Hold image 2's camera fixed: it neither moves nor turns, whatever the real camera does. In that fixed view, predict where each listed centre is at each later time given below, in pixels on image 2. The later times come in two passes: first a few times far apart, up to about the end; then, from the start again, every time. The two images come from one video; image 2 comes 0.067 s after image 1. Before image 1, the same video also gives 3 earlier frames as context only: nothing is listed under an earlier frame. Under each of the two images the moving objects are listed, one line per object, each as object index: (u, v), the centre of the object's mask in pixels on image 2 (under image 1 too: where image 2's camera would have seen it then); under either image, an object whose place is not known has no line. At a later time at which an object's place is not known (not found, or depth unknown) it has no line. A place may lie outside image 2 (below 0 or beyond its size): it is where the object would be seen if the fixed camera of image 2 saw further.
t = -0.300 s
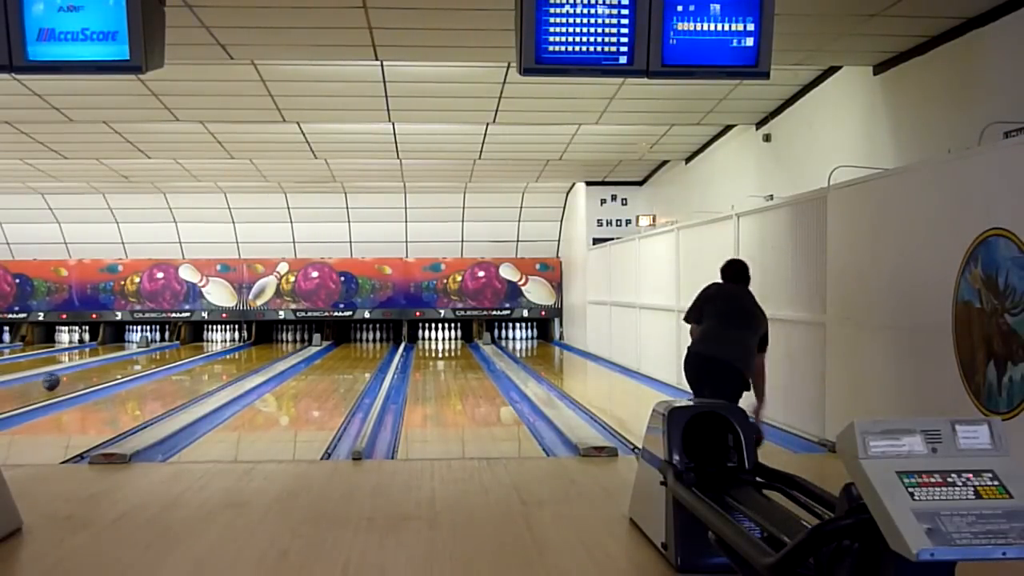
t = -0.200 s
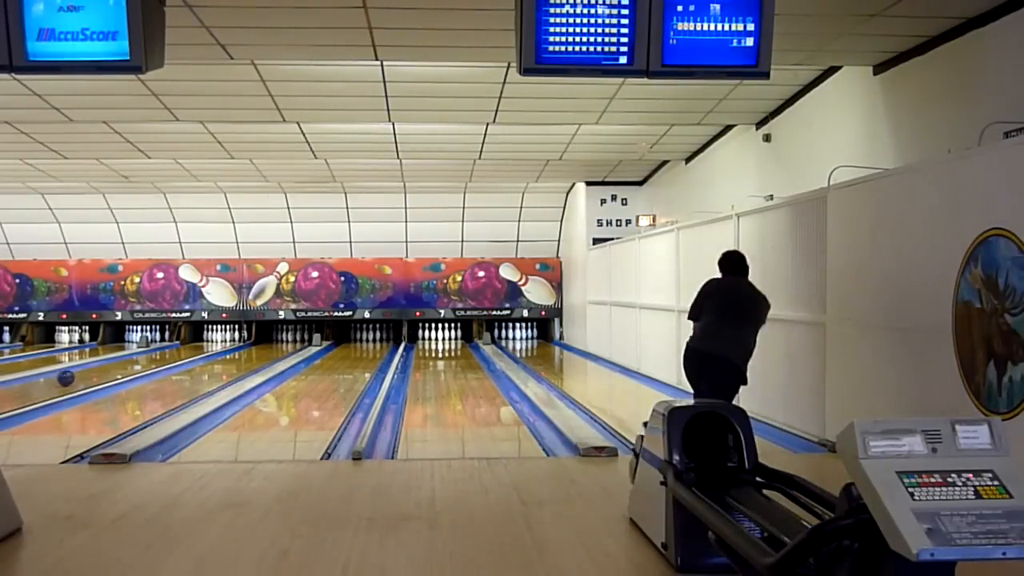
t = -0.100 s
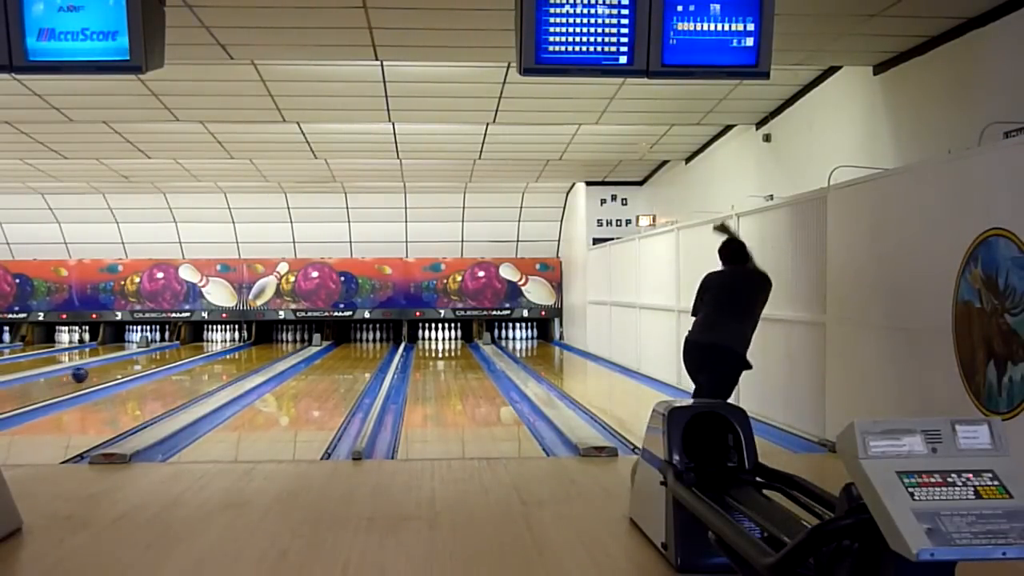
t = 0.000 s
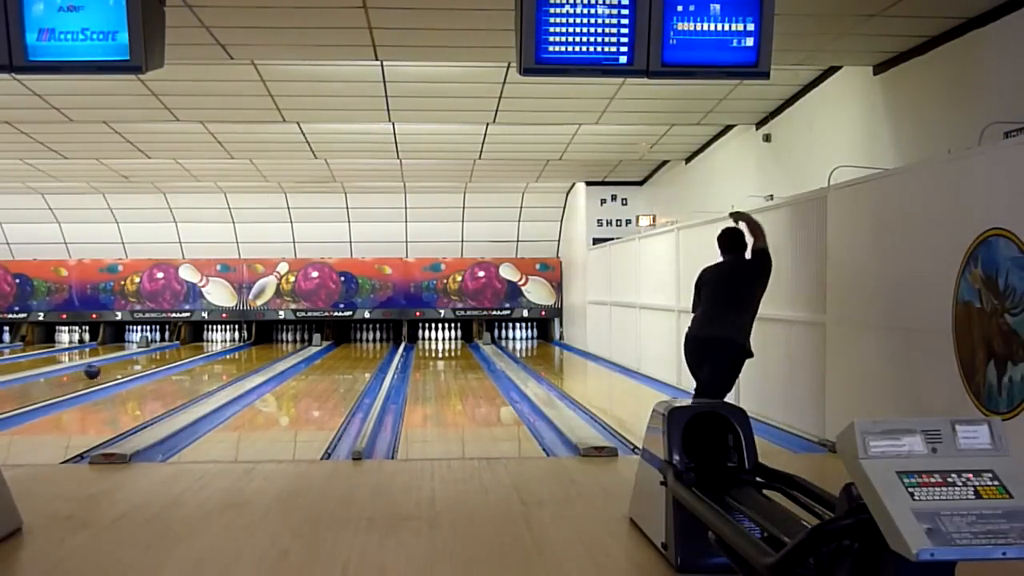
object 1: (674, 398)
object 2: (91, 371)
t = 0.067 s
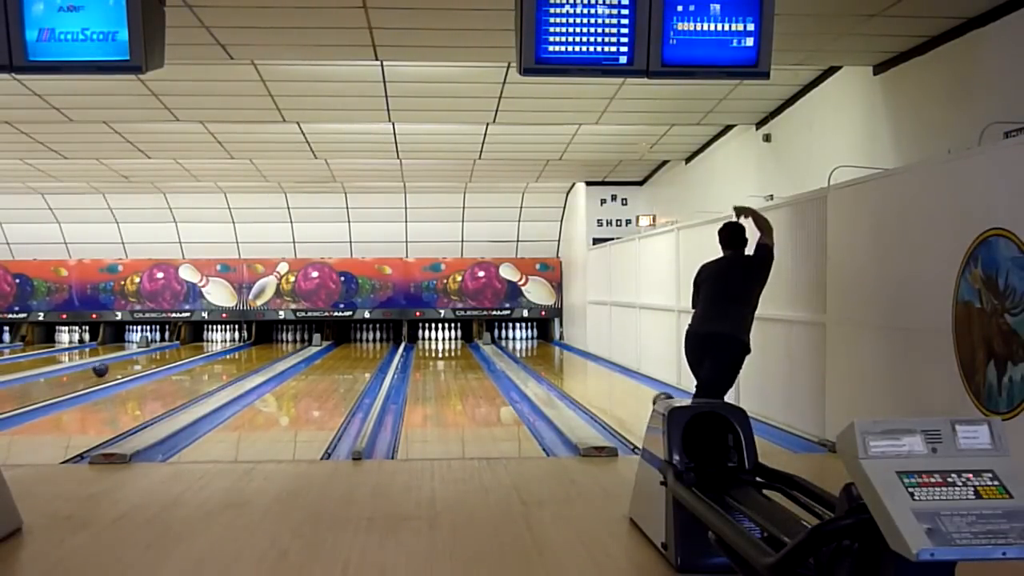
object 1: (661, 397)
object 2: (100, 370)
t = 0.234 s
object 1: (639, 390)
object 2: (118, 365)
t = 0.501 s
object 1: (610, 374)
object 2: (143, 359)
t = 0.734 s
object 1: (591, 364)
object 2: (161, 354)
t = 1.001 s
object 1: (573, 355)
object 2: (179, 350)
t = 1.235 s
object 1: (561, 350)
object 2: (191, 346)
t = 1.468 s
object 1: (549, 344)
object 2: (202, 344)
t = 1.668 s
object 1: (540, 340)
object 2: (211, 341)
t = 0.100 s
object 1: (657, 397)
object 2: (104, 369)
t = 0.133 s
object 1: (652, 396)
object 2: (108, 368)
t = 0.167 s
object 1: (648, 394)
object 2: (112, 367)
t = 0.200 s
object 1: (643, 392)
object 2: (115, 366)
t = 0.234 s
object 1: (639, 390)
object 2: (118, 365)
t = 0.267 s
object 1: (635, 387)
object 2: (121, 364)
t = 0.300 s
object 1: (631, 385)
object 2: (125, 364)
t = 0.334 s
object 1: (627, 383)
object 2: (128, 363)
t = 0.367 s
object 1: (623, 381)
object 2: (131, 362)
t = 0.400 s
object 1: (620, 379)
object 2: (134, 362)
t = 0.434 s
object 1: (617, 378)
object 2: (137, 361)
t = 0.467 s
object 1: (613, 376)
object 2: (140, 360)
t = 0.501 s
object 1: (610, 374)
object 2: (143, 359)
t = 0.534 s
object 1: (607, 372)
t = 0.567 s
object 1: (604, 371)
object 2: (149, 357)
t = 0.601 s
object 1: (601, 370)
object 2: (151, 356)
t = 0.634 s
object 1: (599, 368)
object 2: (154, 356)
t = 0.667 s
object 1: (596, 367)
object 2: (157, 355)
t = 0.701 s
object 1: (593, 365)
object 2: (160, 355)
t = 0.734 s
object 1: (591, 364)
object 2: (161, 354)
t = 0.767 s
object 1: (589, 363)
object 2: (164, 354)
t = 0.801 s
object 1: (586, 362)
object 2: (166, 354)
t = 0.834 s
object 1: (584, 362)
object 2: (169, 353)
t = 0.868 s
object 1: (582, 360)
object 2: (171, 352)
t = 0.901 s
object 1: (579, 359)
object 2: (173, 352)
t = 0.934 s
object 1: (577, 358)
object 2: (175, 352)
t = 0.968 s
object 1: (575, 356)
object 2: (177, 351)
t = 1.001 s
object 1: (573, 355)
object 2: (179, 350)
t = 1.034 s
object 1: (572, 354)
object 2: (181, 349)
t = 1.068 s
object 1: (570, 353)
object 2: (182, 349)
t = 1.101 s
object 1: (568, 352)
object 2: (185, 348)
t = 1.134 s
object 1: (566, 352)
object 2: (186, 347)
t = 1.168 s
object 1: (564, 351)
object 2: (188, 347)
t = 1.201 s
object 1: (563, 351)
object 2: (190, 347)
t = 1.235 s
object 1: (561, 350)
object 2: (191, 346)
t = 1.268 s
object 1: (560, 349)
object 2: (193, 346)
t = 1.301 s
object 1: (557, 348)
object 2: (194, 345)
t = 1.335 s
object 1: (556, 346)
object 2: (197, 345)
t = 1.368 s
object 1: (554, 347)
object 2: (198, 345)
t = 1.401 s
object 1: (552, 347)
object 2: (199, 345)
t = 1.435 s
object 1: (551, 346)
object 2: (200, 345)
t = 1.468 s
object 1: (549, 344)
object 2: (202, 344)
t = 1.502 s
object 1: (547, 343)
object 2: (203, 344)
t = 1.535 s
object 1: (546, 343)
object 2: (205, 343)
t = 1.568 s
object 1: (545, 342)
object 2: (207, 342)
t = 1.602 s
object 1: (543, 342)
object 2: (208, 342)
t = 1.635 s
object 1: (541, 341)
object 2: (210, 341)
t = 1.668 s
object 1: (540, 340)
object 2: (211, 341)
